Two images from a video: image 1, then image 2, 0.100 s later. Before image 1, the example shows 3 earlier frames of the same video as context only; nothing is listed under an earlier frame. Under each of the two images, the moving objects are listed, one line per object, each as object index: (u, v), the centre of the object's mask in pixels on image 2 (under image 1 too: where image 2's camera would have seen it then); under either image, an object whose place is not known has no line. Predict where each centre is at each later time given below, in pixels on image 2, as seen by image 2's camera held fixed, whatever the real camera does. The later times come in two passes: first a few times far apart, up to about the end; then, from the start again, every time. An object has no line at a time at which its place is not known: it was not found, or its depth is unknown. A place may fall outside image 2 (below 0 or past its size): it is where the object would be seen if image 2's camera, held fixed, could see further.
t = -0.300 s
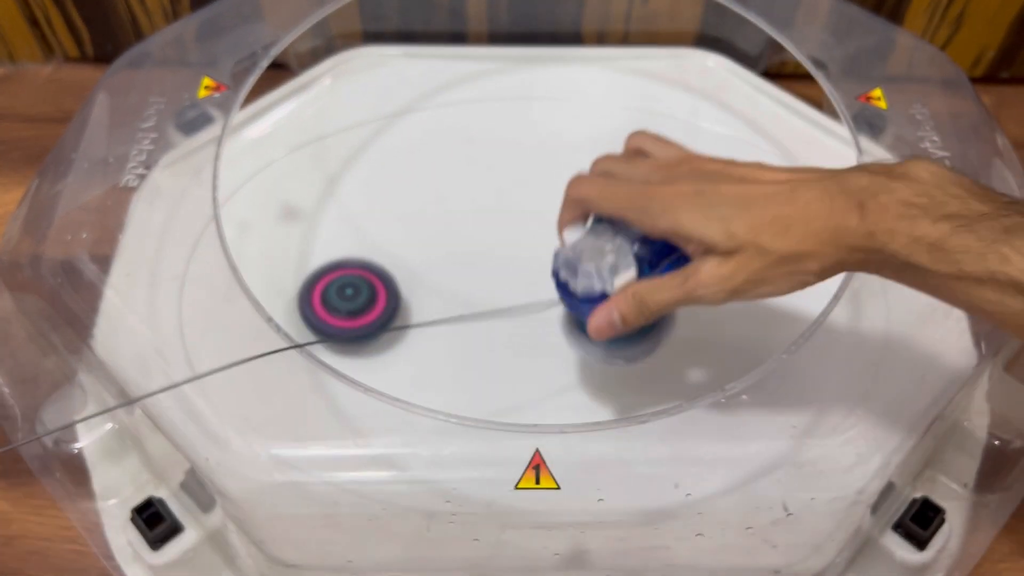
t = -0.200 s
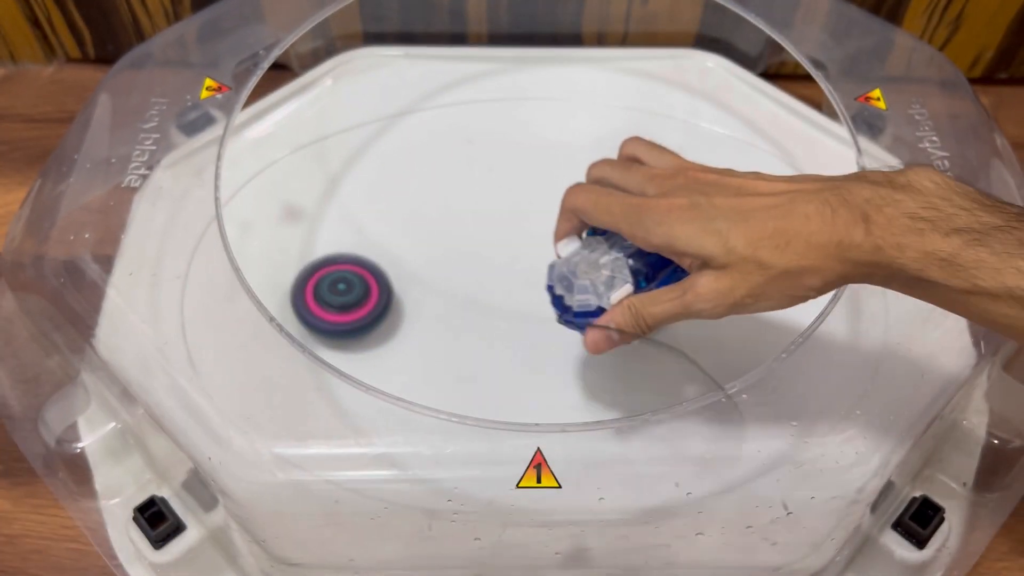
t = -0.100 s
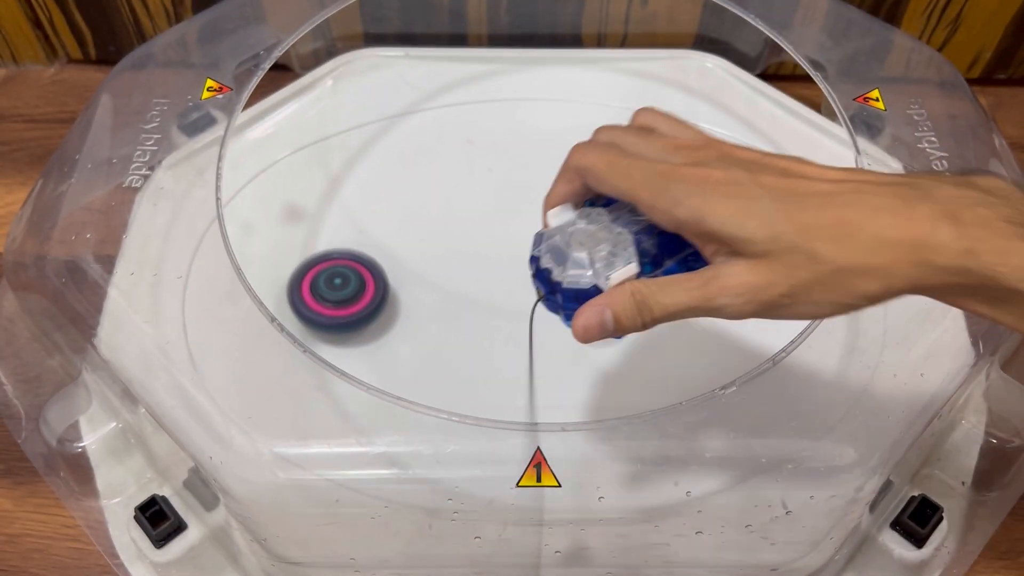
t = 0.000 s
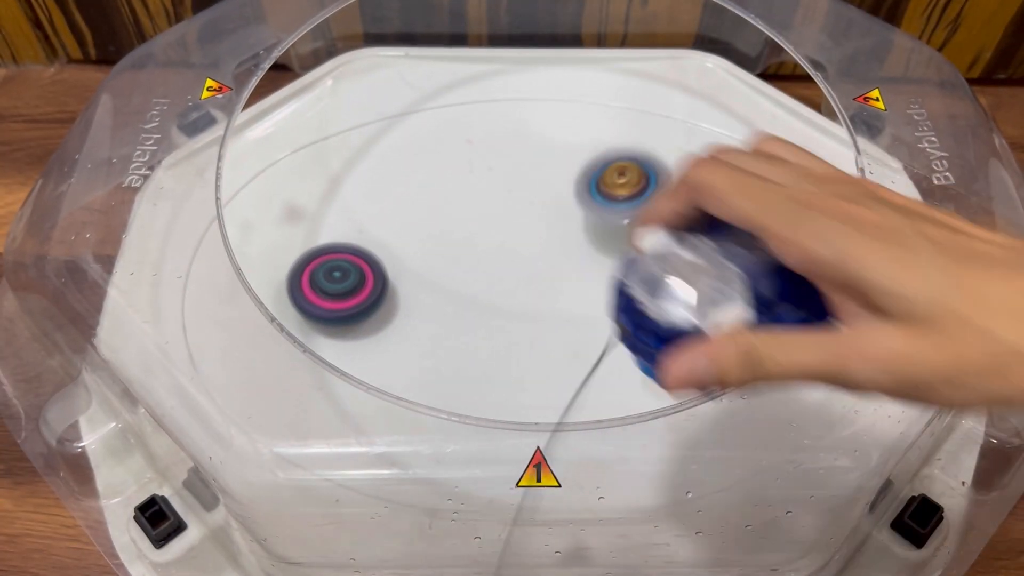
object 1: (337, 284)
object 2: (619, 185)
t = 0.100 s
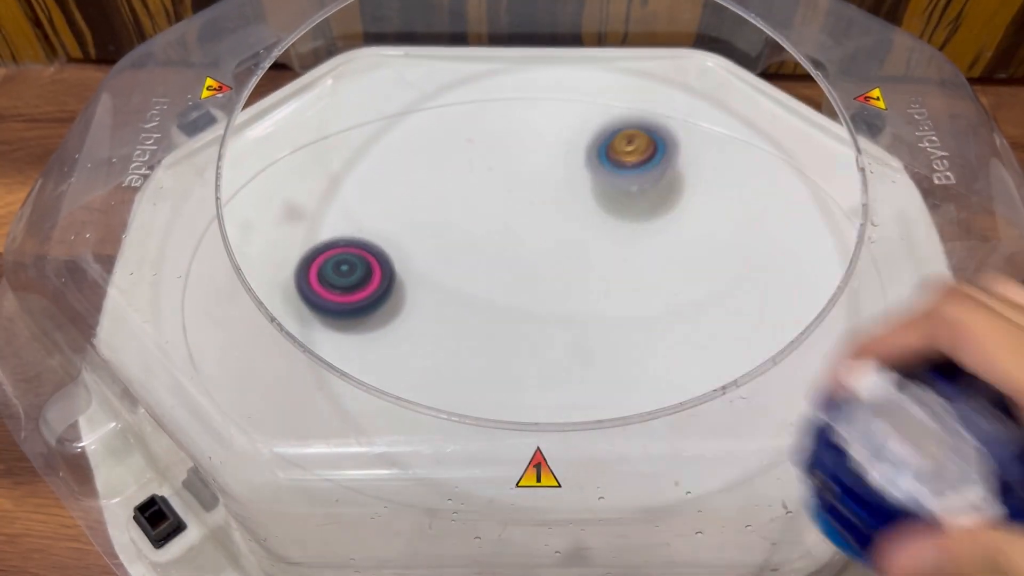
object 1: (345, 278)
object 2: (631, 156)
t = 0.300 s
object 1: (377, 273)
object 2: (678, 142)
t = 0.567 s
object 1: (427, 280)
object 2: (777, 172)
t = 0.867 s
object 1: (500, 274)
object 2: (810, 247)
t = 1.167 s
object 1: (572, 293)
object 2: (635, 221)
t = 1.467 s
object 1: (608, 317)
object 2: (662, 128)
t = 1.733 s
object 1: (622, 328)
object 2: (752, 157)
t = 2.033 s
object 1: (580, 362)
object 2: (701, 272)
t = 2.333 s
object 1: (419, 356)
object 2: (526, 237)
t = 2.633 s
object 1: (387, 301)
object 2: (519, 142)
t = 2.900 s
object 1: (387, 274)
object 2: (665, 191)
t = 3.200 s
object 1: (413, 250)
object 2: (546, 358)
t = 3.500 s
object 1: (458, 223)
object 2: (229, 292)
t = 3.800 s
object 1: (534, 223)
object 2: (291, 138)
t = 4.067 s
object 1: (584, 246)
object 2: (492, 147)
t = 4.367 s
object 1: (648, 339)
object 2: (565, 275)
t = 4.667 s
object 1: (628, 363)
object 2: (355, 334)
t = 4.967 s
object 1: (598, 361)
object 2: (215, 200)
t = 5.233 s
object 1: (577, 342)
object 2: (407, 157)
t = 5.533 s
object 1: (577, 350)
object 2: (600, 255)
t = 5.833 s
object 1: (511, 385)
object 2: (614, 354)
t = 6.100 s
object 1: (245, 383)
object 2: (650, 316)
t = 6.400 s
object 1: (242, 289)
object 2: (575, 323)
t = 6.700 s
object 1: (310, 267)
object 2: (579, 248)
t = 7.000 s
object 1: (413, 275)
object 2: (641, 246)
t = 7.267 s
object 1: (505, 274)
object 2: (652, 267)
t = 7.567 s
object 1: (508, 282)
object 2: (707, 288)
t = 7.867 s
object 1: (464, 275)
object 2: (649, 288)
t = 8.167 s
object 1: (363, 252)
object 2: (734, 272)
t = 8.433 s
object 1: (352, 242)
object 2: (655, 291)
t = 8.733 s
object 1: (362, 250)
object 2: (574, 247)
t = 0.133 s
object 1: (349, 276)
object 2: (638, 146)
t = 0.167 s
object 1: (354, 275)
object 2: (642, 148)
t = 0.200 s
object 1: (359, 274)
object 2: (650, 141)
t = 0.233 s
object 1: (365, 273)
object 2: (660, 134)
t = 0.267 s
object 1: (371, 273)
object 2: (668, 140)
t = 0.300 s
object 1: (377, 273)
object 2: (678, 142)
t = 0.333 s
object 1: (384, 274)
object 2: (690, 141)
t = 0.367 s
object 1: (390, 275)
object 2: (699, 151)
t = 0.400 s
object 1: (396, 276)
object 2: (711, 149)
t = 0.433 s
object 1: (402, 278)
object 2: (722, 159)
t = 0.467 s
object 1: (407, 278)
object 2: (736, 160)
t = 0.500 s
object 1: (414, 279)
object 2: (748, 168)
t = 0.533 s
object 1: (420, 280)
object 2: (763, 168)
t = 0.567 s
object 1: (427, 280)
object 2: (777, 172)
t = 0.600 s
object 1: (434, 280)
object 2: (791, 176)
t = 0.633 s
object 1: (442, 279)
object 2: (807, 178)
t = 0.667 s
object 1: (449, 279)
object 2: (819, 178)
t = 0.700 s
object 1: (457, 278)
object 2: (824, 188)
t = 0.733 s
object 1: (465, 277)
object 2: (823, 202)
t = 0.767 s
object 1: (473, 276)
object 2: (822, 215)
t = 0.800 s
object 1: (481, 275)
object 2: (820, 228)
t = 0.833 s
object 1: (491, 274)
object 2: (816, 238)
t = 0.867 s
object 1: (500, 274)
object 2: (810, 247)
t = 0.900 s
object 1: (510, 274)
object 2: (798, 255)
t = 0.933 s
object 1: (519, 275)
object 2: (777, 262)
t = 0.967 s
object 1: (528, 276)
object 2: (752, 263)
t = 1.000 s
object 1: (537, 278)
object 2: (729, 261)
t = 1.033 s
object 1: (545, 281)
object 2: (705, 256)
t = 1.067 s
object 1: (553, 283)
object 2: (685, 249)
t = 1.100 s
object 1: (560, 287)
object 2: (666, 241)
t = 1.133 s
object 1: (566, 290)
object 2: (649, 231)
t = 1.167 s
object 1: (572, 293)
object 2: (635, 221)
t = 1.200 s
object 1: (576, 296)
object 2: (623, 206)
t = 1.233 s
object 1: (580, 300)
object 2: (615, 195)
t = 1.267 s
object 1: (584, 303)
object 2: (610, 180)
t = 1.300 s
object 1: (588, 306)
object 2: (609, 168)
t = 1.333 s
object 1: (593, 308)
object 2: (613, 160)
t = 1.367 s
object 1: (597, 310)
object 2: (620, 151)
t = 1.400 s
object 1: (601, 313)
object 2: (630, 141)
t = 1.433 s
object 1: (605, 316)
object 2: (644, 134)
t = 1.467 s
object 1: (608, 317)
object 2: (662, 128)
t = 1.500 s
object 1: (611, 319)
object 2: (683, 122)
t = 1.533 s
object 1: (613, 321)
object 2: (703, 117)
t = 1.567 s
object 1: (616, 323)
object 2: (716, 114)
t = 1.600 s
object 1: (617, 324)
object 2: (724, 124)
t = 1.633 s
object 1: (618, 325)
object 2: (731, 131)
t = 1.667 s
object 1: (620, 326)
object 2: (739, 138)
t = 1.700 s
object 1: (621, 327)
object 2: (745, 146)
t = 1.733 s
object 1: (622, 328)
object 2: (752, 157)
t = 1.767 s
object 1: (623, 329)
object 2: (761, 170)
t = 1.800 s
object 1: (624, 329)
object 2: (769, 185)
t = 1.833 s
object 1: (625, 330)
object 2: (772, 203)
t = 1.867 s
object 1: (625, 330)
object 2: (768, 222)
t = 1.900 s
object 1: (625, 330)
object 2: (759, 241)
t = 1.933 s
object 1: (626, 330)
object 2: (742, 260)
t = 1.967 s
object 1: (626, 330)
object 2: (720, 276)
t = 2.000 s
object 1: (611, 341)
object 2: (706, 280)
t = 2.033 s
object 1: (580, 362)
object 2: (701, 272)
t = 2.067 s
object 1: (551, 375)
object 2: (691, 266)
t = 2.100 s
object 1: (524, 380)
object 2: (677, 262)
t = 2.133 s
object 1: (501, 380)
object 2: (659, 258)
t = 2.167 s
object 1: (481, 377)
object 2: (637, 257)
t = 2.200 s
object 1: (466, 374)
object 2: (614, 255)
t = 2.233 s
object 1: (452, 370)
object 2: (591, 253)
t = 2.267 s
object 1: (440, 366)
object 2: (567, 250)
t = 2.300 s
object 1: (429, 361)
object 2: (545, 245)
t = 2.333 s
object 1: (419, 356)
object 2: (526, 237)
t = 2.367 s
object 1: (411, 350)
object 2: (510, 227)
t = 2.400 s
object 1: (406, 344)
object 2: (498, 216)
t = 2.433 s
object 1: (401, 336)
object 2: (489, 203)
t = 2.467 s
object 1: (398, 329)
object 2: (484, 191)
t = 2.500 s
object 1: (395, 323)
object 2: (482, 176)
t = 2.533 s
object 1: (392, 317)
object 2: (487, 166)
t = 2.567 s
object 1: (390, 311)
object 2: (495, 157)
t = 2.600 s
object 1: (388, 306)
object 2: (506, 149)
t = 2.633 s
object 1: (387, 301)
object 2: (519, 142)
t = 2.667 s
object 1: (386, 297)
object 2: (536, 138)
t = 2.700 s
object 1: (385, 293)
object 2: (555, 136)
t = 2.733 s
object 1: (385, 290)
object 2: (574, 136)
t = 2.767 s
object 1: (385, 286)
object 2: (594, 140)
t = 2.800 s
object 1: (385, 283)
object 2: (615, 149)
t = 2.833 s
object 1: (385, 280)
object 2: (635, 159)
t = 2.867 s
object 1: (386, 277)
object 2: (652, 174)
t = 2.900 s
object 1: (387, 274)
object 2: (665, 191)
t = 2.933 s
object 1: (389, 271)
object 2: (673, 212)
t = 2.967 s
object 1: (391, 268)
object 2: (675, 234)
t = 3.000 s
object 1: (393, 266)
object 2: (673, 257)
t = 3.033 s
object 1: (396, 263)
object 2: (664, 278)
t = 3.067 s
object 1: (399, 260)
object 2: (650, 298)
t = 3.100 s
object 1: (402, 258)
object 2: (632, 318)
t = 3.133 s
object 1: (406, 255)
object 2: (609, 334)
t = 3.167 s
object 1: (410, 253)
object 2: (580, 348)
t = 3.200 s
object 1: (413, 250)
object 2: (546, 358)
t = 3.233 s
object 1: (417, 247)
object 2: (510, 363)
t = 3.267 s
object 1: (422, 244)
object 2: (472, 365)
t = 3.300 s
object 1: (426, 241)
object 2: (434, 363)
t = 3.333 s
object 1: (431, 238)
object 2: (396, 354)
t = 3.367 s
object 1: (436, 235)
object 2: (358, 339)
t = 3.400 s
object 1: (441, 232)
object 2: (319, 330)
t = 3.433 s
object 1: (446, 229)
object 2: (288, 317)
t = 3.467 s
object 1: (452, 226)
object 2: (257, 311)
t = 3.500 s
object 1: (458, 223)
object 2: (229, 292)
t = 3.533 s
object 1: (465, 221)
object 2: (207, 269)
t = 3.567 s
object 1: (472, 220)
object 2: (186, 248)
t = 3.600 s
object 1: (480, 219)
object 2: (200, 226)
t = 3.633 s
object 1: (488, 219)
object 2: (219, 212)
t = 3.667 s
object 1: (497, 219)
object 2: (234, 192)
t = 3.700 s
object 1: (506, 220)
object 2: (249, 177)
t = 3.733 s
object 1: (516, 220)
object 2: (264, 164)
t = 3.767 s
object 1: (525, 222)
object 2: (275, 150)
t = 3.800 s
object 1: (534, 223)
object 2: (291, 138)
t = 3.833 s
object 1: (543, 226)
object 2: (308, 129)
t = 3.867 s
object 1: (552, 228)
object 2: (330, 122)
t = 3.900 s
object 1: (560, 231)
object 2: (352, 116)
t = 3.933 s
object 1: (566, 234)
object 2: (378, 115)
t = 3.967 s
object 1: (572, 237)
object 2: (406, 117)
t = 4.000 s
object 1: (577, 240)
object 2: (434, 122)
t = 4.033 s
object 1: (581, 243)
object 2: (463, 132)
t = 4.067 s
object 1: (584, 246)
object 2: (492, 147)
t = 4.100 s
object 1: (587, 249)
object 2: (517, 162)
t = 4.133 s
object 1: (591, 252)
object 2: (541, 181)
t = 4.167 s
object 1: (609, 270)
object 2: (548, 185)
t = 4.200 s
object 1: (626, 290)
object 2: (554, 190)
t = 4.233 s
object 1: (638, 304)
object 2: (561, 203)
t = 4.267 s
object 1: (644, 316)
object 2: (567, 216)
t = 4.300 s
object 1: (646, 325)
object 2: (571, 237)
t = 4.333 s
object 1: (647, 332)
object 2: (571, 256)
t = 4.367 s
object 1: (648, 339)
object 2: (565, 275)
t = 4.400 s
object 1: (647, 344)
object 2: (554, 293)
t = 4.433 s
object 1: (645, 349)
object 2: (539, 310)
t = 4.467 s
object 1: (643, 352)
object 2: (518, 323)
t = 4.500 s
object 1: (641, 355)
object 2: (494, 333)
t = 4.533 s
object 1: (638, 357)
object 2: (467, 340)
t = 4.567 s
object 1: (636, 358)
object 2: (438, 345)
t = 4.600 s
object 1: (633, 360)
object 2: (409, 345)
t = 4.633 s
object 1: (631, 361)
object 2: (381, 340)
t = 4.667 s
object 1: (628, 363)
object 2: (355, 334)
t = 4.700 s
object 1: (625, 364)
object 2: (324, 318)
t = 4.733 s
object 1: (622, 364)
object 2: (292, 321)
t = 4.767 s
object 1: (619, 364)
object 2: (267, 309)
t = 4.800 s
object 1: (615, 364)
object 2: (236, 291)
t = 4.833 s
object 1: (612, 365)
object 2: (218, 274)
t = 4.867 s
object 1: (608, 364)
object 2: (211, 255)
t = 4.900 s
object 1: (605, 363)
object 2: (201, 235)
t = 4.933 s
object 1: (601, 363)
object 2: (204, 219)
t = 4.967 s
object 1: (598, 361)
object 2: (215, 200)
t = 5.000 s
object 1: (595, 360)
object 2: (234, 186)
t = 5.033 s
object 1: (591, 358)
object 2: (258, 176)
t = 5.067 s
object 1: (588, 355)
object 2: (272, 166)
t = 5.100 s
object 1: (585, 353)
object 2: (298, 158)
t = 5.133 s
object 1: (583, 351)
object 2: (326, 155)
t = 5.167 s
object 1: (581, 348)
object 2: (352, 154)
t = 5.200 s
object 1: (579, 345)
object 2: (379, 154)
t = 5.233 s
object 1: (577, 342)
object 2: (407, 157)
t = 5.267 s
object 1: (575, 339)
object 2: (434, 163)
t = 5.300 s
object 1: (574, 335)
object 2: (461, 171)
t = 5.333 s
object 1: (572, 332)
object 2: (488, 183)
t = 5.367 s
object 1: (571, 328)
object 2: (511, 196)
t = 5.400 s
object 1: (571, 325)
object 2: (536, 213)
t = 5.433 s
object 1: (571, 322)
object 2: (560, 234)
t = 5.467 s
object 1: (574, 332)
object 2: (575, 241)
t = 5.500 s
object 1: (577, 343)
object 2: (588, 246)
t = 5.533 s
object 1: (577, 350)
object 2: (600, 255)
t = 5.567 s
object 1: (574, 351)
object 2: (610, 269)
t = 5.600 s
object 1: (567, 358)
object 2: (619, 278)
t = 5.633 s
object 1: (556, 374)
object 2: (628, 282)
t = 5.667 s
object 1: (545, 381)
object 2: (633, 288)
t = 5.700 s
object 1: (535, 384)
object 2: (637, 297)
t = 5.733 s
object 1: (528, 385)
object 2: (637, 310)
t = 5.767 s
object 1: (522, 385)
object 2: (633, 324)
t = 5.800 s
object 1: (516, 385)
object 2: (627, 340)
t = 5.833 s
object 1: (511, 385)
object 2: (614, 354)
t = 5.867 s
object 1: (484, 389)
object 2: (615, 352)
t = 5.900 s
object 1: (434, 421)
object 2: (628, 342)
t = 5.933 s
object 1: (385, 442)
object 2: (639, 331)
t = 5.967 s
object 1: (345, 443)
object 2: (645, 322)
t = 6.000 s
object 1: (308, 444)
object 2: (649, 317)
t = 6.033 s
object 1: (281, 420)
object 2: (651, 313)
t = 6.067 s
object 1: (260, 402)
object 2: (650, 313)
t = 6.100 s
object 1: (245, 383)
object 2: (650, 316)
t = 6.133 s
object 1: (235, 367)
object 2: (649, 320)
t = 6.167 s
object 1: (228, 350)
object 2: (646, 325)
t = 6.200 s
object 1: (225, 337)
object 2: (642, 332)
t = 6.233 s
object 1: (222, 325)
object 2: (636, 336)
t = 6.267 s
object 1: (222, 317)
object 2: (626, 339)
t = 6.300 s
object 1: (232, 304)
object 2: (614, 339)
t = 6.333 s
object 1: (235, 298)
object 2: (601, 335)
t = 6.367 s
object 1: (238, 293)
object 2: (587, 329)
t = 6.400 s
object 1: (242, 289)
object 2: (575, 323)
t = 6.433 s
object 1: (249, 284)
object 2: (566, 315)
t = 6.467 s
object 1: (252, 282)
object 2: (559, 307)
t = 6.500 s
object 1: (258, 279)
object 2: (553, 299)
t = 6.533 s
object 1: (266, 276)
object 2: (551, 290)
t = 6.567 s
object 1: (281, 271)
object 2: (552, 280)
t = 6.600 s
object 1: (285, 270)
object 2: (555, 271)
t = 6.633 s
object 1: (291, 269)
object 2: (559, 259)
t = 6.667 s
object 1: (299, 268)
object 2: (567, 252)
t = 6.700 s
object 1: (310, 267)
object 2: (579, 248)
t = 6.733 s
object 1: (322, 266)
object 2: (589, 243)
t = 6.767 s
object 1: (335, 266)
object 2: (597, 240)
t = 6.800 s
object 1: (346, 266)
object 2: (604, 239)
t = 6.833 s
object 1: (359, 267)
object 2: (611, 239)
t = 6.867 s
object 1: (370, 268)
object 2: (619, 241)
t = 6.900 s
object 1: (382, 270)
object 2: (626, 241)
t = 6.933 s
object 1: (392, 272)
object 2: (631, 242)
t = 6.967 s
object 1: (403, 274)
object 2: (636, 242)
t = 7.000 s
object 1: (413, 275)
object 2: (641, 246)
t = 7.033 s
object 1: (424, 276)
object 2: (645, 248)
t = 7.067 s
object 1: (434, 277)
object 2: (648, 250)
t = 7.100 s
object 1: (445, 277)
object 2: (650, 253)
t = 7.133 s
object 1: (456, 277)
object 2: (652, 255)
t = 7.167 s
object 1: (468, 276)
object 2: (653, 258)
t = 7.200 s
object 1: (480, 275)
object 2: (653, 261)
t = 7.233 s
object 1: (493, 274)
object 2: (653, 264)
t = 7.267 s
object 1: (505, 274)
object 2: (652, 267)
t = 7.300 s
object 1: (517, 274)
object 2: (650, 270)
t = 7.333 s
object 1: (529, 274)
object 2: (647, 272)
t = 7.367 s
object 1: (540, 275)
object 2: (643, 275)
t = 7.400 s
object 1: (528, 279)
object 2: (660, 273)
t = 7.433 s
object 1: (514, 283)
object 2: (677, 273)
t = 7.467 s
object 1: (507, 285)
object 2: (690, 275)
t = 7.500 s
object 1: (506, 284)
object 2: (700, 278)
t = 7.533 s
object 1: (507, 283)
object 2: (706, 282)
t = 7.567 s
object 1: (508, 282)
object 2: (707, 288)
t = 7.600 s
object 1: (509, 281)
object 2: (702, 293)
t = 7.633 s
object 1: (512, 281)
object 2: (692, 296)
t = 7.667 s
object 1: (514, 280)
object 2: (679, 298)
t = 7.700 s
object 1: (516, 279)
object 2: (665, 298)
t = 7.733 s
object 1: (518, 279)
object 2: (650, 299)
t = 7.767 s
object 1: (520, 279)
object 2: (636, 299)
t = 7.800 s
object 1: (522, 278)
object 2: (624, 297)
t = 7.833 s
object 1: (496, 276)
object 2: (634, 291)
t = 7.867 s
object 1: (464, 275)
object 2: (649, 288)
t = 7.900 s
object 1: (436, 274)
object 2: (660, 282)
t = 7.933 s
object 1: (413, 271)
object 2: (667, 277)
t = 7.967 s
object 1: (397, 268)
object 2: (673, 273)
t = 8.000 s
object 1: (385, 265)
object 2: (681, 268)
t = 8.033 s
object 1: (379, 262)
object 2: (690, 266)
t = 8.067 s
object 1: (375, 259)
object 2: (701, 266)
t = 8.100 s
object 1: (370, 256)
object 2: (712, 265)
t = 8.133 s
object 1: (367, 255)
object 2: (724, 268)
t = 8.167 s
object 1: (363, 252)
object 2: (734, 272)
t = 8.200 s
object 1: (360, 250)
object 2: (739, 276)
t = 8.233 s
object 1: (358, 248)
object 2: (740, 282)
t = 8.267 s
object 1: (356, 247)
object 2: (733, 289)
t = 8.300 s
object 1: (354, 245)
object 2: (722, 293)
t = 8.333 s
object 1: (354, 244)
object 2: (707, 297)
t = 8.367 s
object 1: (353, 243)
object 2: (689, 296)
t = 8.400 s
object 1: (353, 243)
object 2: (672, 294)
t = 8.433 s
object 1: (352, 242)
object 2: (655, 291)
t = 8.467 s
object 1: (352, 242)
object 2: (640, 287)
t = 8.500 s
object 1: (352, 242)
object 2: (628, 282)
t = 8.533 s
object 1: (353, 242)
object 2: (616, 278)
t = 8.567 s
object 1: (354, 243)
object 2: (605, 273)
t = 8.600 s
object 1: (355, 244)
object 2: (595, 269)
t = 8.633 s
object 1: (357, 245)
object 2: (586, 265)
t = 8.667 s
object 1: (358, 246)
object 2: (579, 259)
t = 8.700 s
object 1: (360, 248)
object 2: (575, 253)
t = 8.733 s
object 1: (362, 250)
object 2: (574, 247)
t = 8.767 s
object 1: (364, 253)
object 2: (575, 242)
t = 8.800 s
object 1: (366, 255)
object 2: (577, 235)
